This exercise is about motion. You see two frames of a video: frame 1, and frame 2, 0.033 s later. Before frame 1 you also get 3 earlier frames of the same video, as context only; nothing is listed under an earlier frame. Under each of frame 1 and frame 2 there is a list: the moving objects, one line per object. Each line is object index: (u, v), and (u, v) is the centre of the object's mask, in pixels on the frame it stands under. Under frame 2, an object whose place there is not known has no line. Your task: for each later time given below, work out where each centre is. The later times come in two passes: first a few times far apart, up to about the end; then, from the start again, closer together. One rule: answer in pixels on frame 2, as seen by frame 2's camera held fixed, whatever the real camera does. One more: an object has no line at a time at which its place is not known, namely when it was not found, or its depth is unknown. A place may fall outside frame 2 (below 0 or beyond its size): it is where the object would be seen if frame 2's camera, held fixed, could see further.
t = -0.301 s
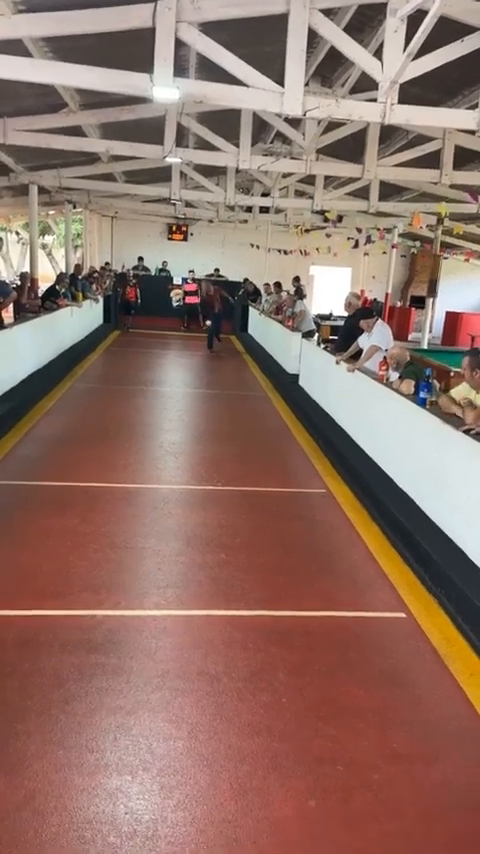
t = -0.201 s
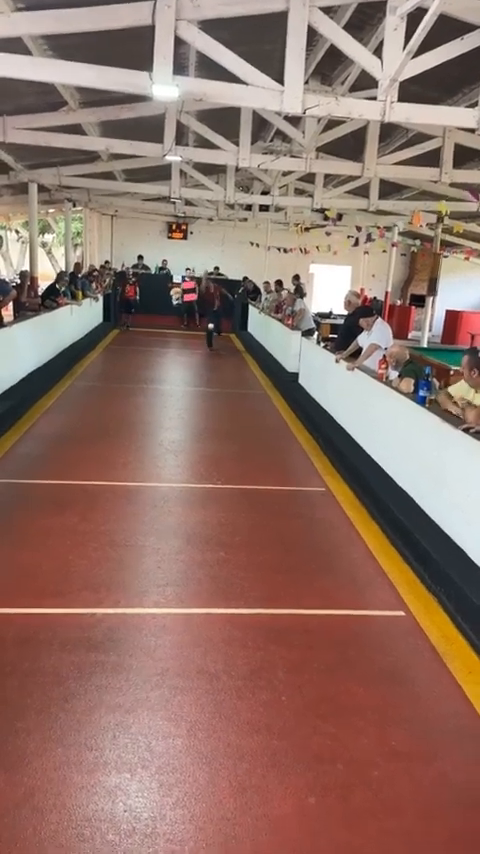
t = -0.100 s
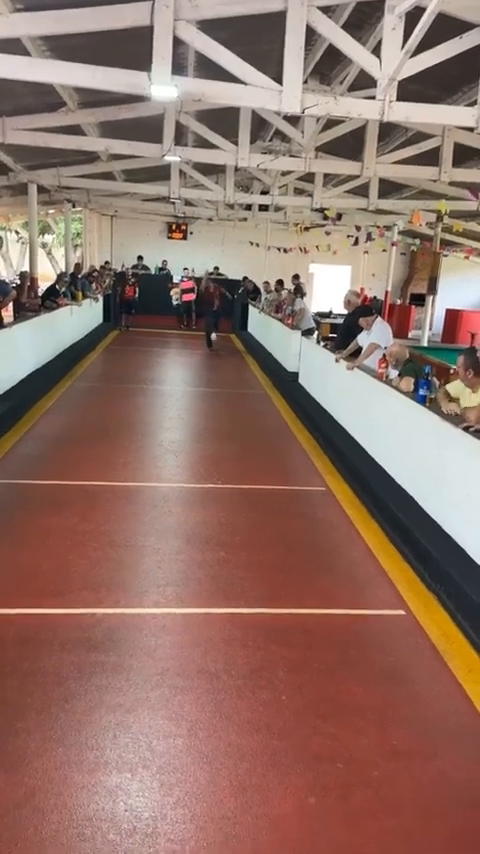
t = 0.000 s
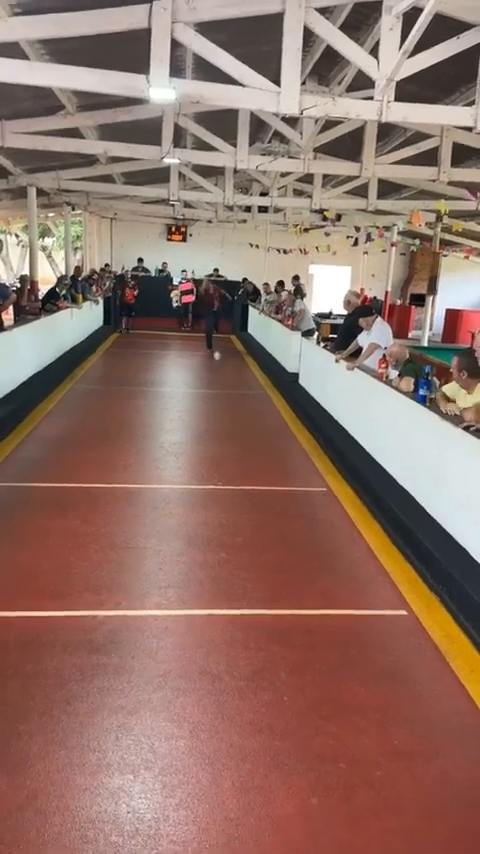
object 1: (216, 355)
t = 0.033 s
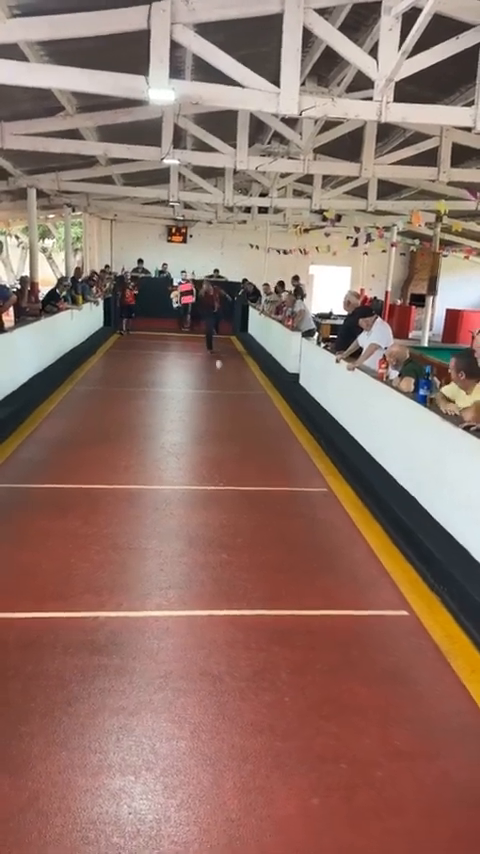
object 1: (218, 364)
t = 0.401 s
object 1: (236, 417)
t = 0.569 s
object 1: (251, 449)
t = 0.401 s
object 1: (236, 417)
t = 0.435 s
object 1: (239, 425)
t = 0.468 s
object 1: (241, 433)
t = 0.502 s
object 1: (245, 437)
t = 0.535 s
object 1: (248, 442)
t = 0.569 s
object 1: (251, 449)
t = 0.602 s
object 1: (255, 457)
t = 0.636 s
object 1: (258, 467)
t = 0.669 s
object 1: (262, 475)
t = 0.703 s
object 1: (266, 483)
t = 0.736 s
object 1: (271, 492)
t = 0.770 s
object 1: (276, 504)
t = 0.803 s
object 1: (281, 514)
